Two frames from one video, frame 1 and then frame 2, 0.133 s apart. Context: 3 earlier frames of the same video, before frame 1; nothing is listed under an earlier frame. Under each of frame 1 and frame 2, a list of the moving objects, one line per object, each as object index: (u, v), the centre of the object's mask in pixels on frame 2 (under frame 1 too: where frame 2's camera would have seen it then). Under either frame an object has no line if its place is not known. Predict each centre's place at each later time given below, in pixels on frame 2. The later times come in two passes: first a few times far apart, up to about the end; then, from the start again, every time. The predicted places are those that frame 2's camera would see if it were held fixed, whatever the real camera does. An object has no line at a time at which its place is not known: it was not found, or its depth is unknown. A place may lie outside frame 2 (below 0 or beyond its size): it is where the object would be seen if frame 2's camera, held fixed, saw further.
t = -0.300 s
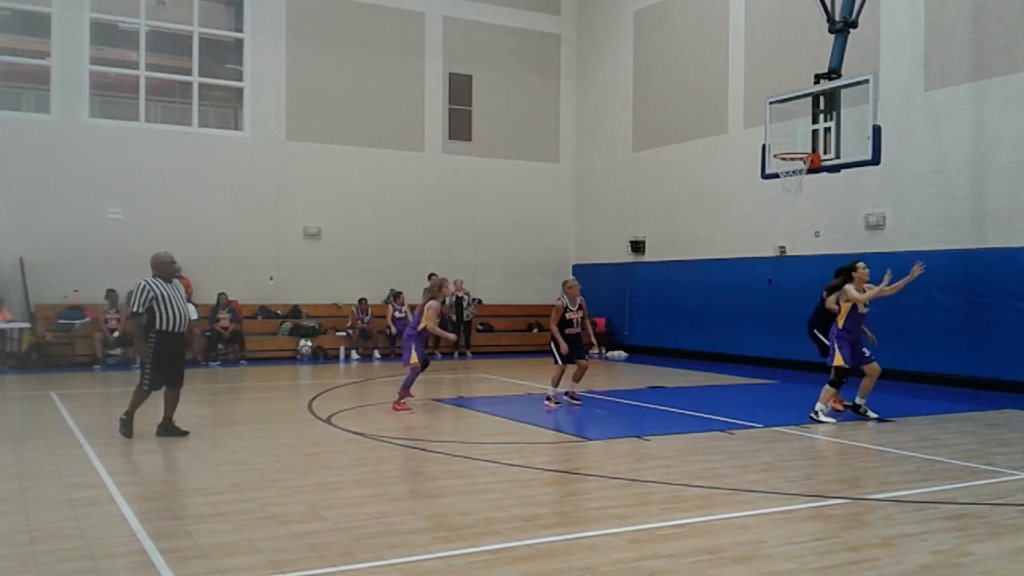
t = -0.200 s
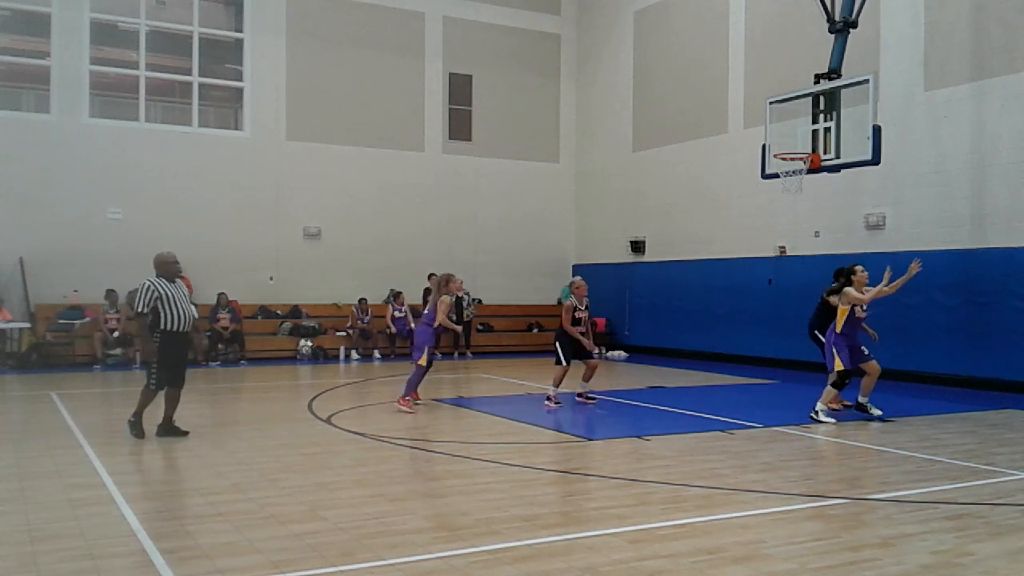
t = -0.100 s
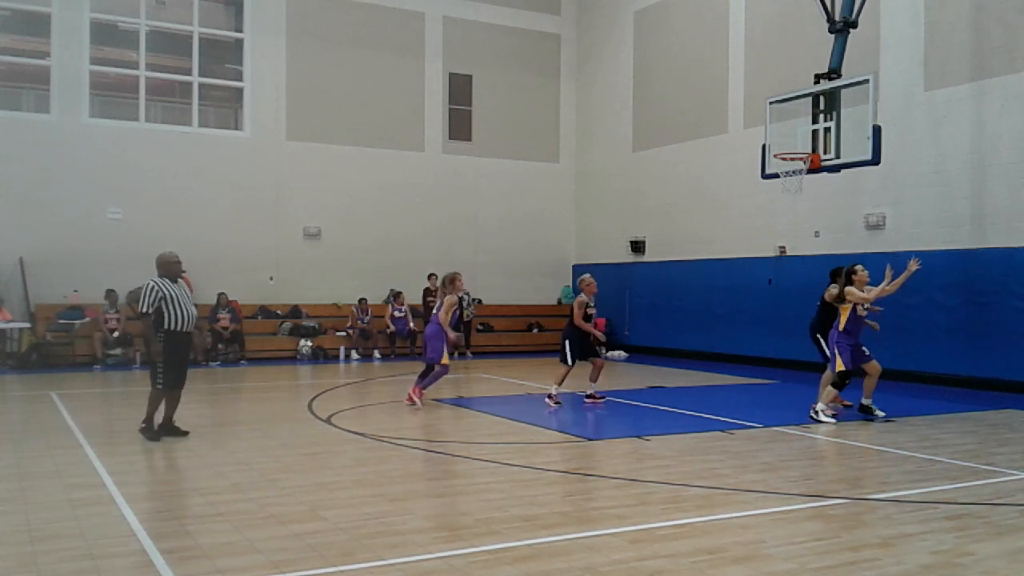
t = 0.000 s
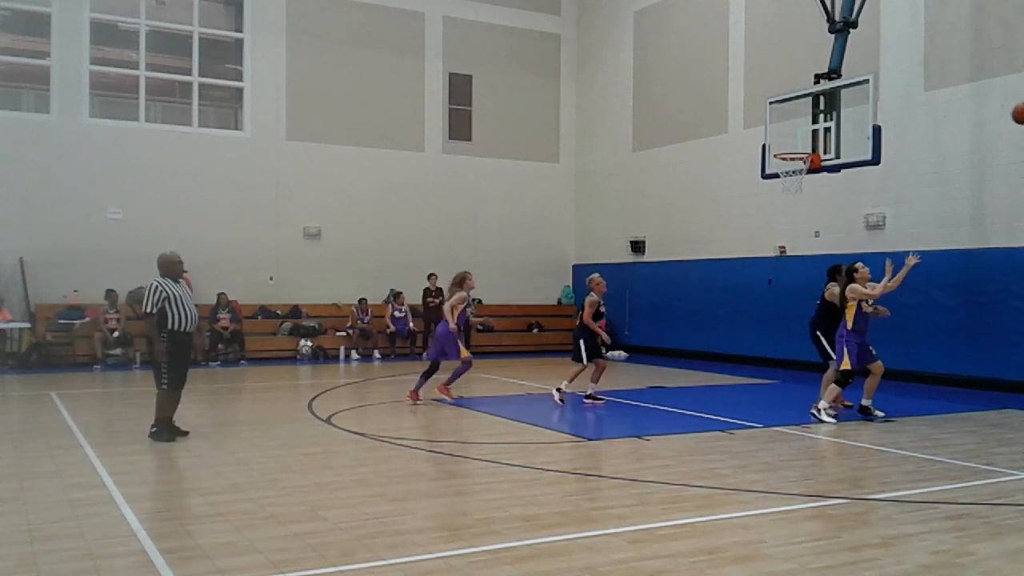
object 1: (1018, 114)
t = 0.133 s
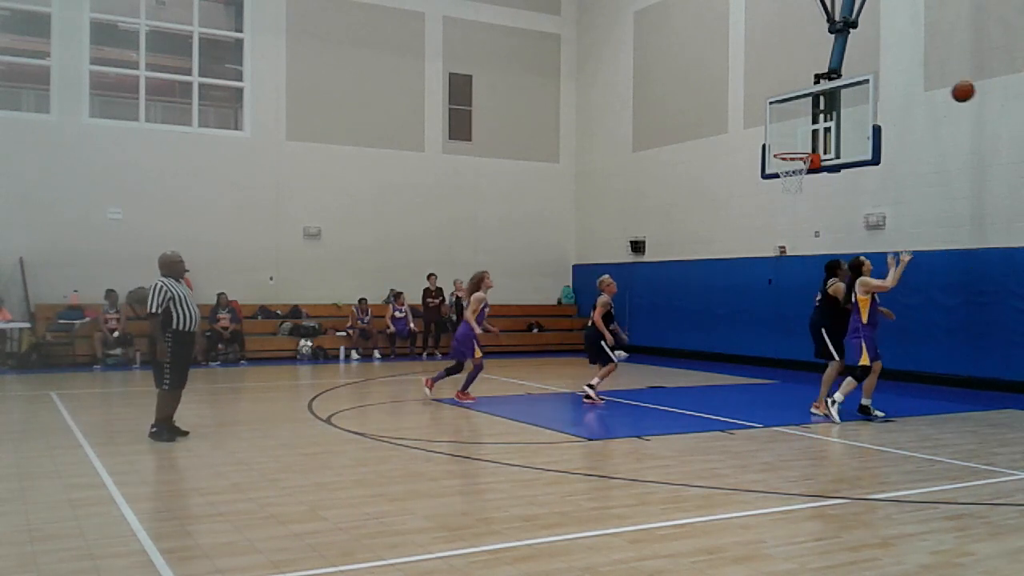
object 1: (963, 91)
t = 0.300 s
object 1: (894, 88)
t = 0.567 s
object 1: (799, 129)
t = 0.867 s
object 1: (726, 177)
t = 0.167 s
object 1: (948, 88)
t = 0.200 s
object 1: (934, 87)
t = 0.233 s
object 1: (920, 86)
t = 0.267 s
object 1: (907, 86)
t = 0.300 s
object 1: (894, 88)
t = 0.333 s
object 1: (881, 90)
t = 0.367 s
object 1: (869, 93)
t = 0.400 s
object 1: (857, 97)
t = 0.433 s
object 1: (844, 102)
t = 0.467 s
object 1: (833, 108)
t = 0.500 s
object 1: (822, 114)
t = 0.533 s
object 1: (810, 121)
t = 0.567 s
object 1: (799, 129)
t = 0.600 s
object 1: (789, 138)
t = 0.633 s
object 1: (778, 147)
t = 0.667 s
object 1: (771, 149)
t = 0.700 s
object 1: (763, 151)
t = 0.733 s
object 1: (756, 155)
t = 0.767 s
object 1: (748, 159)
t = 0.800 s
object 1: (741, 164)
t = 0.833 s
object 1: (733, 170)
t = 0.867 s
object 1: (726, 177)
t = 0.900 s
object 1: (719, 185)
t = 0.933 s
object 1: (711, 193)
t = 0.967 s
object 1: (704, 203)
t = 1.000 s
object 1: (696, 213)
